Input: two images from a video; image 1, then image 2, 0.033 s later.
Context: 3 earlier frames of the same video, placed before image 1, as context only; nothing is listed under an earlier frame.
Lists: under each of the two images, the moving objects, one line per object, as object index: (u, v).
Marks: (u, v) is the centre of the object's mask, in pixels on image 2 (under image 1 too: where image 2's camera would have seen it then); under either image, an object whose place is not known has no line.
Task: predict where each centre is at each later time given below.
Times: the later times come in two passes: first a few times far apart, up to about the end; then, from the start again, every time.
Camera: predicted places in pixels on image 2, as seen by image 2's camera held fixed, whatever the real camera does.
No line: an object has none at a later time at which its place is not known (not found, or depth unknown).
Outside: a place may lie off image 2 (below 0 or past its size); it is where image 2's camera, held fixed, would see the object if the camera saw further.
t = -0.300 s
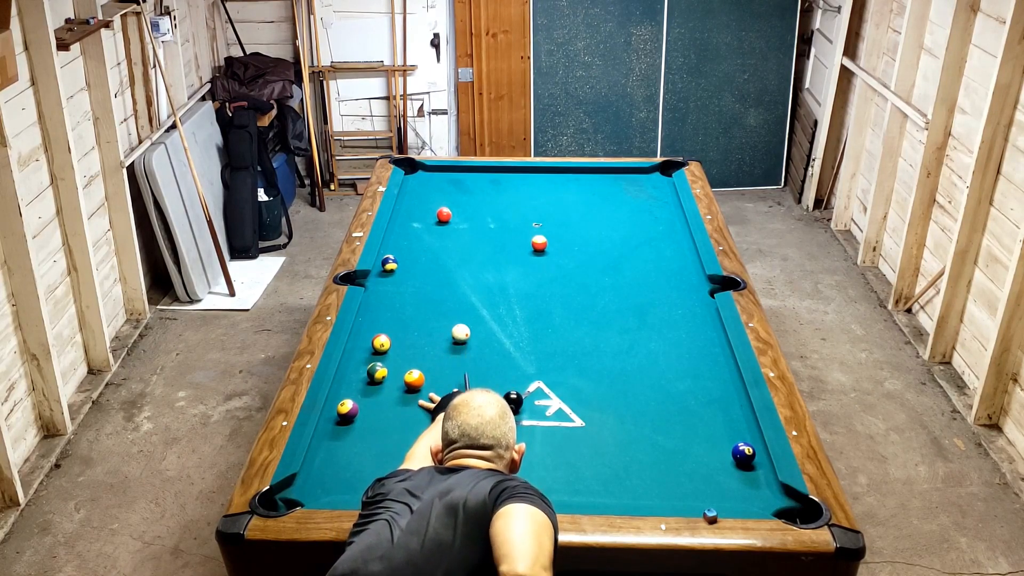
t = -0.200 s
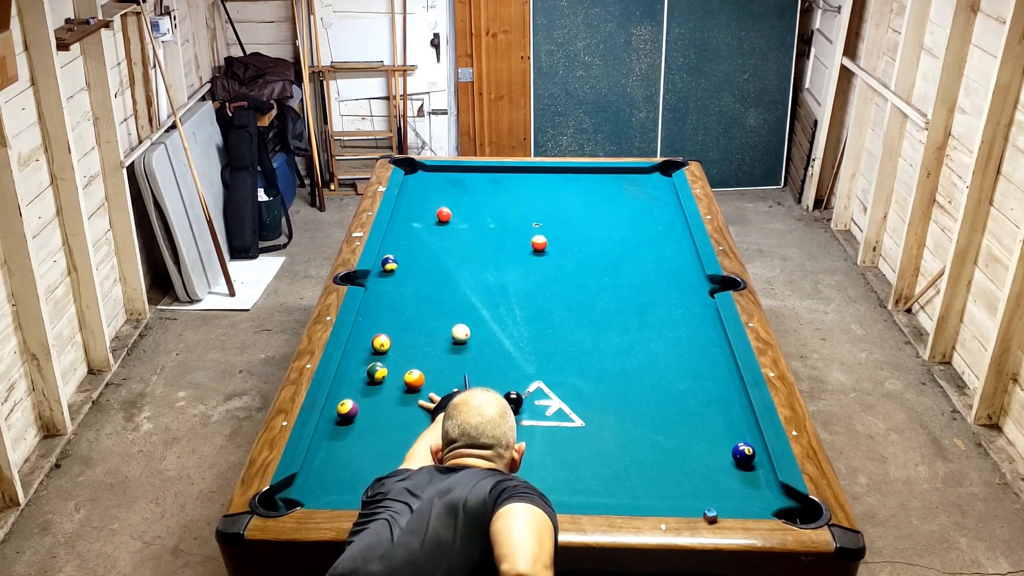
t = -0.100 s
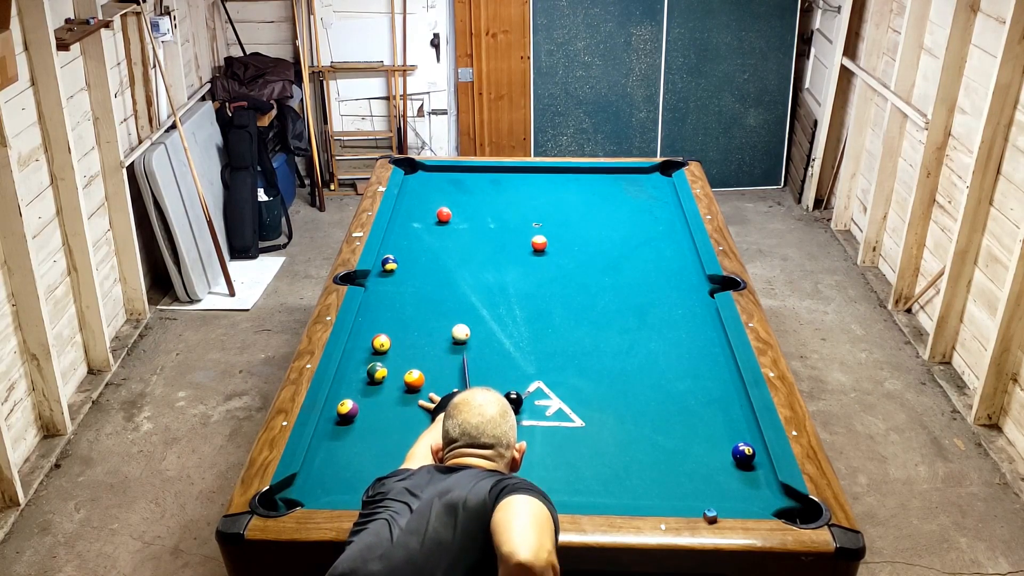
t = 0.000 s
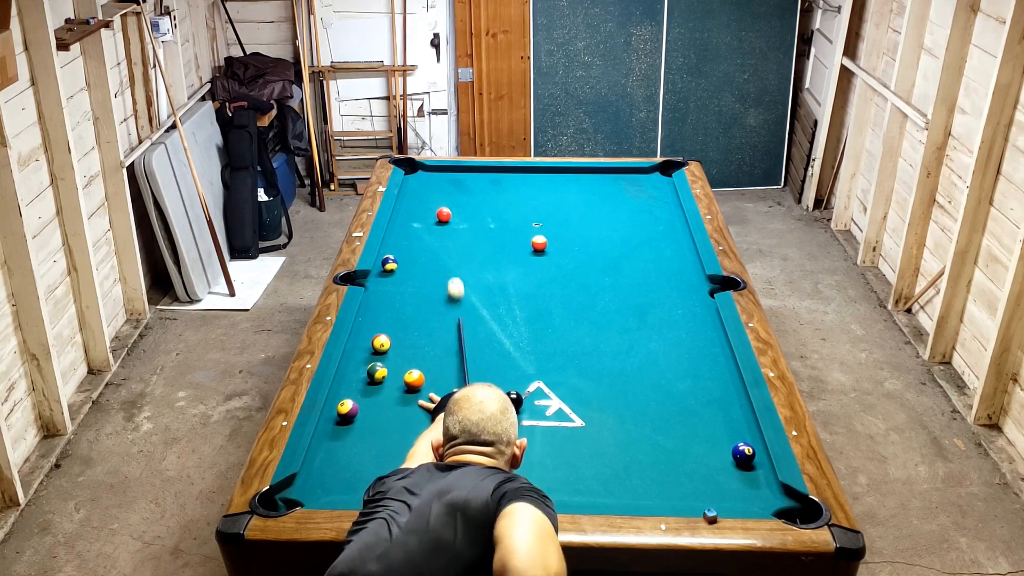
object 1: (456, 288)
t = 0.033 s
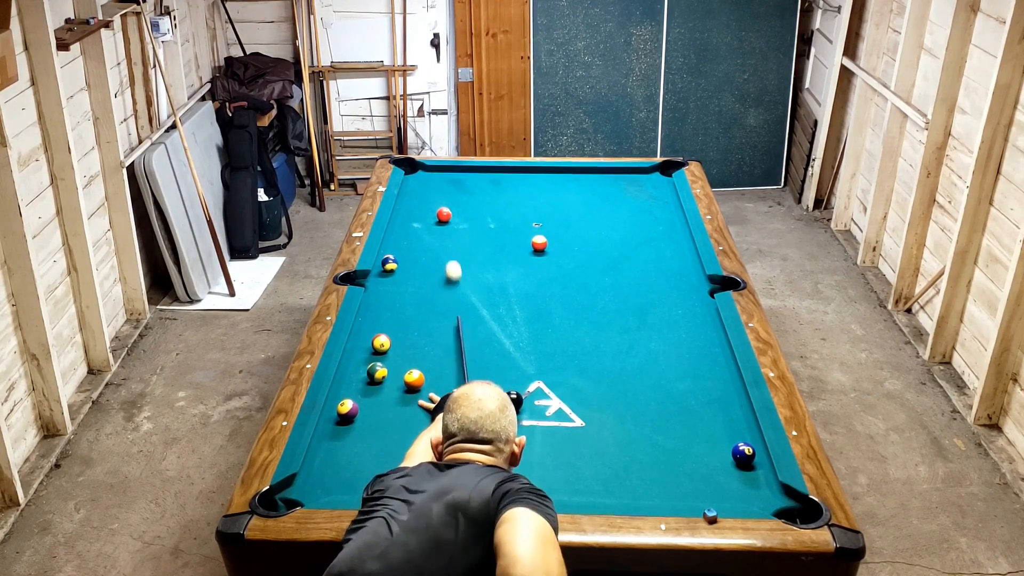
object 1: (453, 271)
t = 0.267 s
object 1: (464, 218)
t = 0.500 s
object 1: (495, 217)
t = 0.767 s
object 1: (528, 215)
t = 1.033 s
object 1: (558, 214)
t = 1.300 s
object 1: (587, 213)
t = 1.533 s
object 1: (610, 212)
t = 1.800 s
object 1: (635, 211)
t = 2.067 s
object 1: (659, 210)
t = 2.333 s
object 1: (674, 209)
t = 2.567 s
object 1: (664, 210)
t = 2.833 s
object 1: (655, 210)
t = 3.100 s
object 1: (648, 211)
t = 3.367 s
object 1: (643, 211)
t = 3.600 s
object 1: (641, 211)
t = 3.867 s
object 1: (641, 211)
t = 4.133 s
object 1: (641, 211)
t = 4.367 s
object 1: (641, 211)
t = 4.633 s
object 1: (641, 211)
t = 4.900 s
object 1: (641, 211)
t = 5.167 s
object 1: (641, 211)
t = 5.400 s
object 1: (641, 211)
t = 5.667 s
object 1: (641, 211)
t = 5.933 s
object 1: (641, 211)
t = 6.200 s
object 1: (641, 211)
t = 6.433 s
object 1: (641, 211)
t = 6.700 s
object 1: (641, 211)
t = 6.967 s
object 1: (641, 211)
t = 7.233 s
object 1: (641, 211)
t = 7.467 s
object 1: (641, 211)
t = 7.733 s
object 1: (641, 211)
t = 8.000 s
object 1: (641, 211)
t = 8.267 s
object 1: (641, 211)
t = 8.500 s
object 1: (641, 211)
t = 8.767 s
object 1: (641, 211)
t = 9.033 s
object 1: (641, 211)
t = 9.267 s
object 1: (641, 211)
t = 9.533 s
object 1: (641, 211)
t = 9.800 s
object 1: (641, 211)
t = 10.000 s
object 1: (641, 211)
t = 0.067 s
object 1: (451, 255)
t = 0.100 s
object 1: (449, 241)
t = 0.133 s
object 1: (448, 228)
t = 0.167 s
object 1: (449, 220)
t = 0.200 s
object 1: (455, 219)
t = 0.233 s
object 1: (460, 219)
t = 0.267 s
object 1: (464, 218)
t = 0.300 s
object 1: (469, 218)
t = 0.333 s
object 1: (473, 218)
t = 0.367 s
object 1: (478, 218)
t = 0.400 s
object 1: (482, 217)
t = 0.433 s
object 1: (486, 217)
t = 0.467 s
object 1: (491, 217)
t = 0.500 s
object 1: (495, 217)
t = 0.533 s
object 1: (499, 216)
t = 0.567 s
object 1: (503, 216)
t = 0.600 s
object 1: (507, 216)
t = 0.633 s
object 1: (511, 216)
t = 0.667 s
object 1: (516, 216)
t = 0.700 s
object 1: (520, 216)
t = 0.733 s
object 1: (524, 215)
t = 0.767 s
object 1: (528, 215)
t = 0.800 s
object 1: (532, 215)
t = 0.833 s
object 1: (536, 215)
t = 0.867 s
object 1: (539, 215)
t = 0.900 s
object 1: (543, 214)
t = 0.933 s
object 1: (547, 214)
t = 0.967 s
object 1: (551, 214)
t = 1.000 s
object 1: (554, 214)
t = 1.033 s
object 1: (558, 214)
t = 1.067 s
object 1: (562, 214)
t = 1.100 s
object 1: (565, 213)
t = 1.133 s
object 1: (569, 213)
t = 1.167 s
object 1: (573, 213)
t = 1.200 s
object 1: (576, 213)
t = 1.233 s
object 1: (580, 213)
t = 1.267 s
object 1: (583, 213)
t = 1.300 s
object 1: (587, 213)
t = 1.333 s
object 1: (590, 213)
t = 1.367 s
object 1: (594, 212)
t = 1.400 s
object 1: (597, 212)
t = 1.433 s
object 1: (600, 212)
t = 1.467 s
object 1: (604, 212)
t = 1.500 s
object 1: (607, 212)
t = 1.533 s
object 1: (610, 212)
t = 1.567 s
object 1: (614, 212)
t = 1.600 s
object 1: (617, 211)
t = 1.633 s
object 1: (620, 211)
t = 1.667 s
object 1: (623, 211)
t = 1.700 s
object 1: (626, 211)
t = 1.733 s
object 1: (629, 211)
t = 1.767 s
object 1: (632, 211)
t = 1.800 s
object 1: (635, 211)
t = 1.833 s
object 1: (638, 210)
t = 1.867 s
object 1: (641, 210)
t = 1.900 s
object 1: (644, 210)
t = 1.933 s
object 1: (647, 210)
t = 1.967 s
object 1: (650, 210)
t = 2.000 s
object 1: (653, 210)
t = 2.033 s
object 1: (656, 210)
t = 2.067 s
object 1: (659, 210)
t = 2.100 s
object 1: (661, 209)
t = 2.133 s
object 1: (664, 209)
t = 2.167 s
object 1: (667, 209)
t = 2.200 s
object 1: (670, 209)
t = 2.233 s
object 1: (672, 209)
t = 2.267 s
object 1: (675, 209)
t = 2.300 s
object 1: (675, 209)
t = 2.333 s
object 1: (674, 209)
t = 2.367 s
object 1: (672, 209)
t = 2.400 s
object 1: (671, 209)
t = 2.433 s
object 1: (669, 209)
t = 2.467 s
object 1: (668, 209)
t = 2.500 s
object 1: (666, 210)
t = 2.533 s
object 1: (665, 210)
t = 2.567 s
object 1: (664, 210)
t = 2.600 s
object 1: (662, 210)
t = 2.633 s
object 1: (661, 210)
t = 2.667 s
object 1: (660, 210)
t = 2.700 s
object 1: (659, 210)
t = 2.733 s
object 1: (658, 210)
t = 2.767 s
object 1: (657, 210)
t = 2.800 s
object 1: (656, 210)
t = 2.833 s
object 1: (655, 210)
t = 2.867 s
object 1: (654, 210)
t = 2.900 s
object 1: (653, 211)
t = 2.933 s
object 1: (652, 211)
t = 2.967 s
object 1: (651, 211)
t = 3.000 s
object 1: (650, 211)
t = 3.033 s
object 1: (650, 211)
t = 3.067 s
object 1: (649, 211)
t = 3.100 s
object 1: (648, 211)
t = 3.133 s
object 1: (647, 211)
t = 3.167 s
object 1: (647, 211)
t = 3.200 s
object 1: (646, 211)
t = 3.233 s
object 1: (645, 211)
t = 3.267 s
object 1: (645, 211)
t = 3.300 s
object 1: (644, 211)
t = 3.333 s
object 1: (644, 211)
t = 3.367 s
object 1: (643, 211)
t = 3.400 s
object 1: (643, 211)
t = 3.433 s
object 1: (643, 211)
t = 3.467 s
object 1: (642, 211)
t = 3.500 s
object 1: (642, 211)
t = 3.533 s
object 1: (641, 211)
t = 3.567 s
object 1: (641, 211)
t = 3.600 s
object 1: (641, 211)
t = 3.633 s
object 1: (641, 211)
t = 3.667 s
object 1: (640, 211)
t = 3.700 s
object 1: (640, 211)
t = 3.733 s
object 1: (640, 211)
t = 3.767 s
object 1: (640, 211)
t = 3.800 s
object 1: (640, 211)
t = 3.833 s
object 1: (640, 211)
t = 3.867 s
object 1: (641, 211)
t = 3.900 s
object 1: (641, 211)
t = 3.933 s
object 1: (641, 211)
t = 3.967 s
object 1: (641, 211)
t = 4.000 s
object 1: (641, 211)
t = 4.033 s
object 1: (641, 211)
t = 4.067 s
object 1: (641, 211)
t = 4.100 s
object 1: (641, 211)
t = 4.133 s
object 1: (641, 211)
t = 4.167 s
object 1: (641, 211)
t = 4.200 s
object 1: (641, 211)
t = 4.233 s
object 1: (641, 211)
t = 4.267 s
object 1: (641, 211)
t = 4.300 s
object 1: (641, 211)
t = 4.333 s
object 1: (641, 211)
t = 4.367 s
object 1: (641, 211)
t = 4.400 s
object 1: (641, 211)
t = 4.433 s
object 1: (641, 211)
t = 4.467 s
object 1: (641, 211)
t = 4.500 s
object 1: (641, 211)
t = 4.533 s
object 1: (641, 211)
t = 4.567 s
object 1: (641, 211)
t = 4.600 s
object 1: (641, 211)
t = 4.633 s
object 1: (641, 211)
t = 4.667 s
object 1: (641, 211)
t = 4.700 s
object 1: (641, 211)
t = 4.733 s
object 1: (641, 211)
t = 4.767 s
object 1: (641, 211)
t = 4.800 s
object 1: (641, 211)
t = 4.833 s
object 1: (641, 211)
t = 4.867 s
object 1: (641, 211)
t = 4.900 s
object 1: (641, 211)
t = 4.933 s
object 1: (641, 211)
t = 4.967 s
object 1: (641, 211)
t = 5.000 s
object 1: (641, 211)
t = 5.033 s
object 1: (641, 211)
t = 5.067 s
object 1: (641, 211)
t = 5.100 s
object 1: (641, 211)
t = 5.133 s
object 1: (641, 211)
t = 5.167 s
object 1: (641, 211)
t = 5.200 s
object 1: (641, 211)
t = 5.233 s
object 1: (641, 211)
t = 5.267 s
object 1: (641, 211)
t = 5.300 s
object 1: (641, 211)
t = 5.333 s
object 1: (641, 211)
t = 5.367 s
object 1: (641, 211)
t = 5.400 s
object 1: (641, 211)
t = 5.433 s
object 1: (641, 211)
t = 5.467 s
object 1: (641, 211)
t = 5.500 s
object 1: (641, 211)
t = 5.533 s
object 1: (641, 211)
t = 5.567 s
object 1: (641, 211)
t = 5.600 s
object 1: (641, 211)
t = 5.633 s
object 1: (641, 211)
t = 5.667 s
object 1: (641, 211)
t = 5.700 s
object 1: (641, 211)
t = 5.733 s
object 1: (641, 211)
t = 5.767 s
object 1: (641, 211)
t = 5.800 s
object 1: (641, 211)
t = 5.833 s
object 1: (641, 211)
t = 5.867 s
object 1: (641, 211)
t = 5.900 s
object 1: (641, 211)
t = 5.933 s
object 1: (641, 211)
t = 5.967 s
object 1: (641, 211)
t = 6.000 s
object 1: (641, 211)
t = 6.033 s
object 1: (641, 211)
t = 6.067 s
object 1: (641, 211)
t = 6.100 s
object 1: (641, 211)
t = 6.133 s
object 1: (641, 211)
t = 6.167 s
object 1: (641, 211)
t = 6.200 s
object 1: (641, 211)
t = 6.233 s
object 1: (641, 211)
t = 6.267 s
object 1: (641, 211)
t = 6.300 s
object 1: (641, 211)
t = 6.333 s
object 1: (641, 211)
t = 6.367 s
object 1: (641, 211)
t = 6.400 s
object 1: (641, 211)
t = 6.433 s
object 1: (641, 211)
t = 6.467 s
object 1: (641, 211)
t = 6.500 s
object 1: (641, 211)
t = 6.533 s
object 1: (641, 211)
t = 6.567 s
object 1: (641, 211)
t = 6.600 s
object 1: (641, 211)
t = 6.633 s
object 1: (641, 211)
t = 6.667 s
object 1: (641, 211)
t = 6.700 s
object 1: (641, 211)
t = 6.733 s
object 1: (641, 211)
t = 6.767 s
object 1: (641, 211)
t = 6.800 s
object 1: (641, 211)
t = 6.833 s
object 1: (641, 211)
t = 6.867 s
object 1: (641, 211)
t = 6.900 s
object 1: (641, 211)
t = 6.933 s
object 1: (641, 211)
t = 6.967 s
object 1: (641, 211)
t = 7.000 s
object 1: (641, 211)
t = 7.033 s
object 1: (641, 211)
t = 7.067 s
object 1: (641, 211)
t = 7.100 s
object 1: (641, 211)
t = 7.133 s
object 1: (641, 211)
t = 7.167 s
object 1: (641, 211)
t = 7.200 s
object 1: (641, 211)
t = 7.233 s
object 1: (641, 211)
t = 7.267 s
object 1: (641, 211)
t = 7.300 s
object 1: (641, 211)
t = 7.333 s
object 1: (641, 211)
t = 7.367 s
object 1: (641, 211)
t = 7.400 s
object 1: (641, 211)
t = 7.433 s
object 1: (641, 211)
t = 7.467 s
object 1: (641, 211)
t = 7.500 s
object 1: (641, 211)
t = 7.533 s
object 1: (641, 211)
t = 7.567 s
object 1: (641, 211)
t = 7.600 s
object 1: (641, 211)
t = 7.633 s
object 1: (641, 211)
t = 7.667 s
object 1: (641, 211)
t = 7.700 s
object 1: (641, 211)
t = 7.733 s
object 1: (641, 211)
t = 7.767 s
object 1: (641, 211)
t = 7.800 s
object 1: (641, 211)
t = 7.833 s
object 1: (641, 211)
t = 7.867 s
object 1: (641, 211)
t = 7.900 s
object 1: (641, 211)
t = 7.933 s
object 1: (641, 211)
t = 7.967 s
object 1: (641, 211)
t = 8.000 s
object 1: (641, 211)
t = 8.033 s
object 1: (641, 211)
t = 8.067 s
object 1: (641, 211)
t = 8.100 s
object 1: (641, 211)
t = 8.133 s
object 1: (641, 211)
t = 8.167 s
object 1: (641, 211)
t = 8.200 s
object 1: (641, 211)
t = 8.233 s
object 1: (641, 211)
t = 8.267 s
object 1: (641, 211)
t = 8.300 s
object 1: (641, 211)
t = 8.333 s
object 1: (641, 211)
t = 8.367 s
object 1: (641, 211)
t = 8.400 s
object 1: (641, 211)
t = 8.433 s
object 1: (641, 211)
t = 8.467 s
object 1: (641, 211)
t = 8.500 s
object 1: (641, 211)
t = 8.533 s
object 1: (641, 211)
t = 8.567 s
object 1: (641, 211)
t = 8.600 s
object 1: (641, 211)
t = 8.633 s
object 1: (641, 211)
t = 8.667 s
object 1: (641, 211)
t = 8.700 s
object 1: (641, 211)
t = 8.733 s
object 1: (641, 211)
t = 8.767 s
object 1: (641, 211)
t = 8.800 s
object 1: (641, 211)
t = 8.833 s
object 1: (641, 211)
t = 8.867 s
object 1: (641, 211)
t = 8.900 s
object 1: (641, 211)
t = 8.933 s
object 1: (641, 211)
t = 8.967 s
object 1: (641, 211)
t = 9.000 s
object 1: (641, 211)
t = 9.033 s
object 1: (641, 211)
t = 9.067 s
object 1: (641, 211)
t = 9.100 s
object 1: (641, 211)
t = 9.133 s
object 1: (641, 211)
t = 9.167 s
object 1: (641, 211)
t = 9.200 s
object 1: (641, 211)
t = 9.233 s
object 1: (641, 211)
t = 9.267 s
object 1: (641, 211)
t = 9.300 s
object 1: (641, 211)
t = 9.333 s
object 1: (641, 211)
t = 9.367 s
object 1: (641, 211)
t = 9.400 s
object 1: (641, 211)
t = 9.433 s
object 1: (641, 211)
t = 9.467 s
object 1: (641, 211)
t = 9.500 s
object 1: (641, 211)
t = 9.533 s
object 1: (641, 211)
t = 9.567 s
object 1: (641, 211)
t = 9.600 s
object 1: (641, 211)
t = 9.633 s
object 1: (641, 211)
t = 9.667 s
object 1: (641, 211)
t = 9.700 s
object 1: (641, 211)
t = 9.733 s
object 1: (641, 211)
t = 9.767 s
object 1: (641, 211)
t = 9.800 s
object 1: (641, 211)
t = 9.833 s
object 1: (641, 211)
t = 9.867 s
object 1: (641, 211)
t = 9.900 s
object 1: (641, 211)
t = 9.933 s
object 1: (641, 211)
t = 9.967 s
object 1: (641, 211)
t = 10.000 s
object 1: (641, 211)
